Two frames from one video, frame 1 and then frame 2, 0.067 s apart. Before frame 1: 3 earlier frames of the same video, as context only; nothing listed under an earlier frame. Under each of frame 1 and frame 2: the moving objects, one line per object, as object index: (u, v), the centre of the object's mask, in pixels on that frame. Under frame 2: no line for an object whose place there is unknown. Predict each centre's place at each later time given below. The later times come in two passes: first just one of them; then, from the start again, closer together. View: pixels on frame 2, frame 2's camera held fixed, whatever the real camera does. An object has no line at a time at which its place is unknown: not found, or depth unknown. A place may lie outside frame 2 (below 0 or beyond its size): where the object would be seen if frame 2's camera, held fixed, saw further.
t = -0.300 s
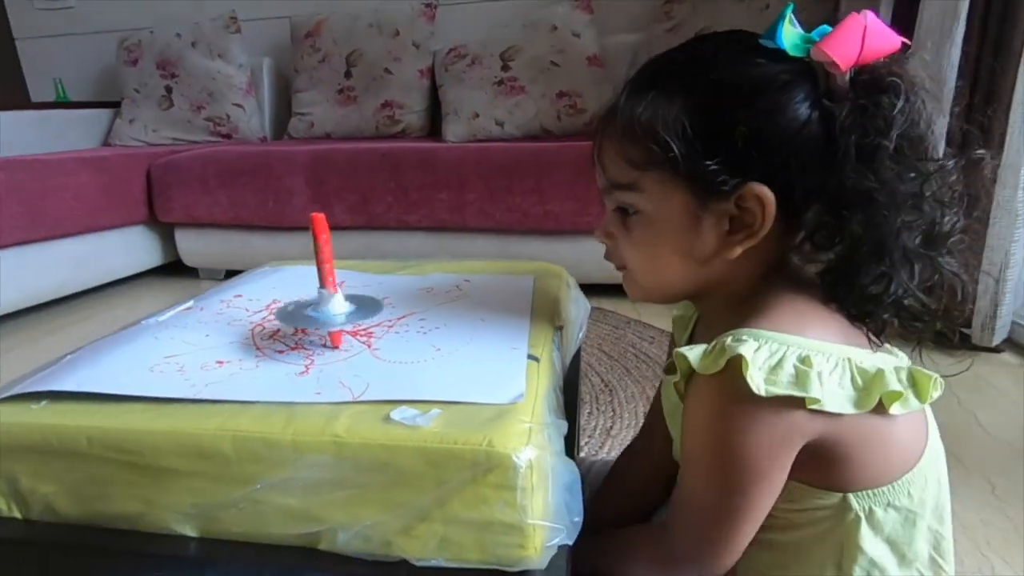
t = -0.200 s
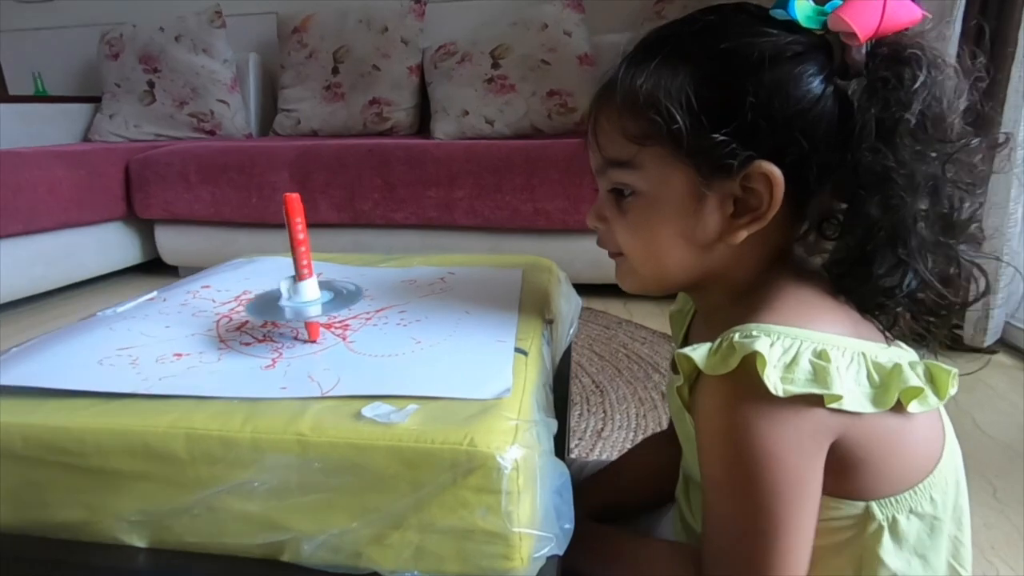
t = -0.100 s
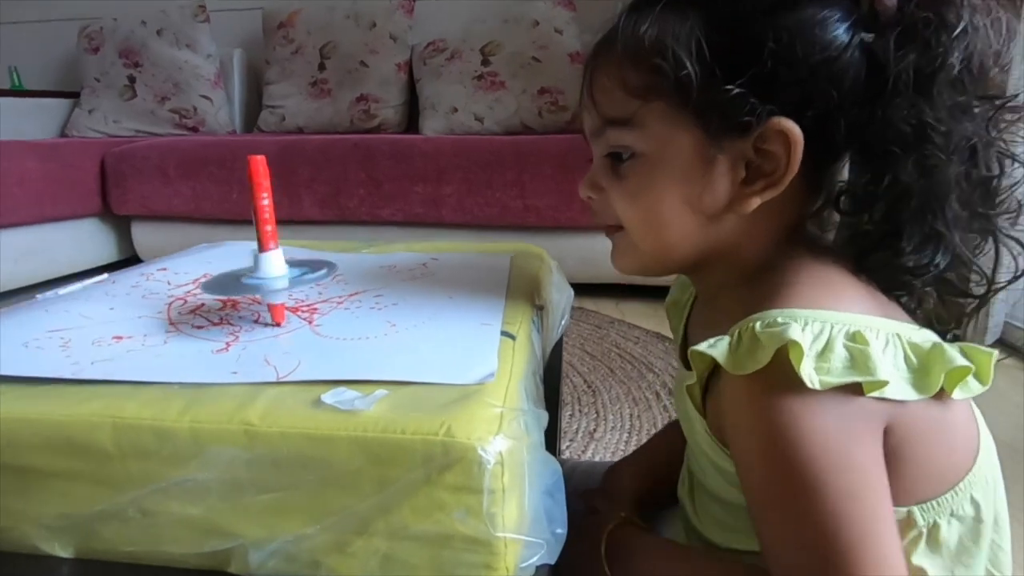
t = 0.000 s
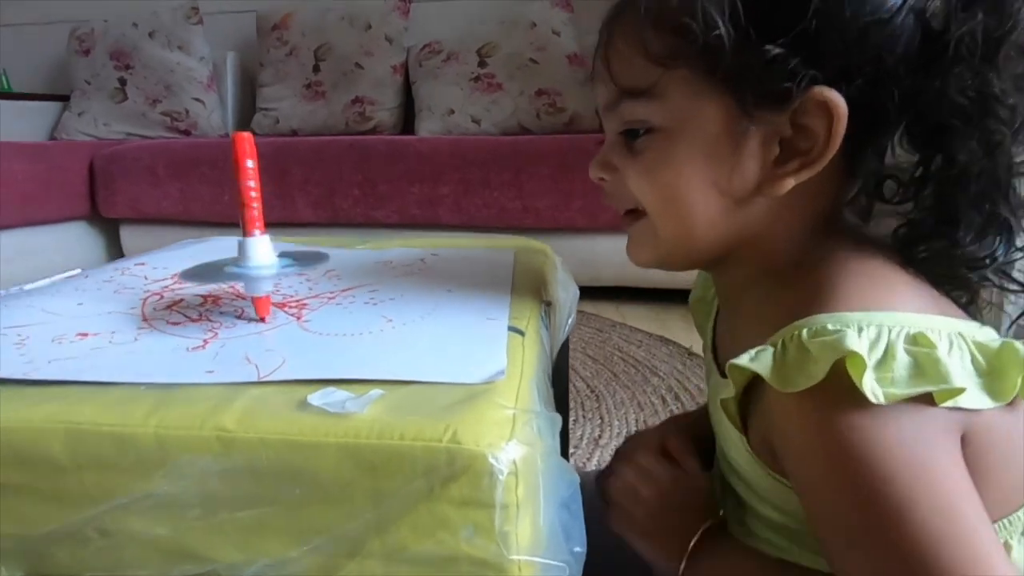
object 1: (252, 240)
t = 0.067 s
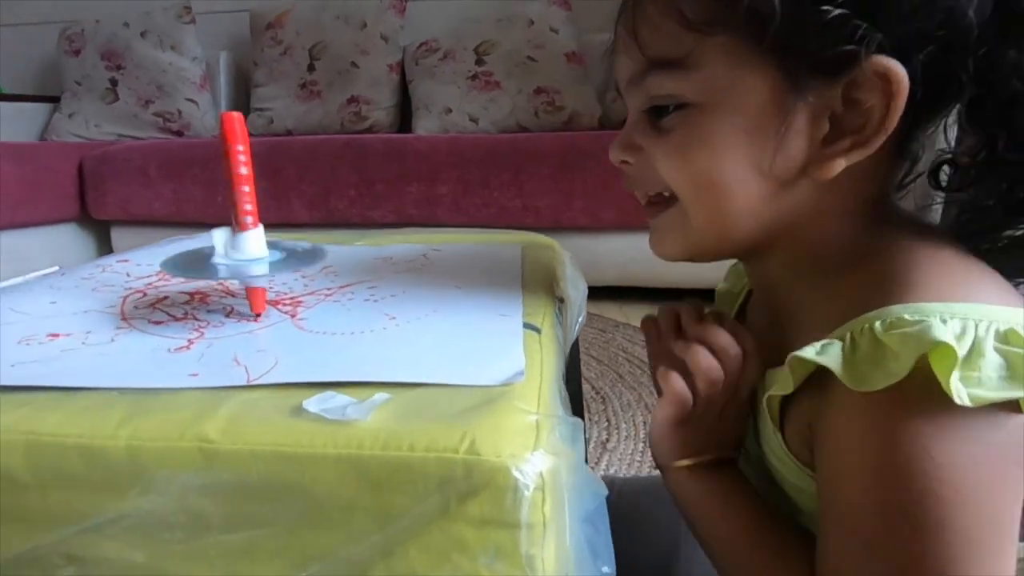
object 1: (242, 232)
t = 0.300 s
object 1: (259, 230)
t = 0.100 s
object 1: (245, 228)
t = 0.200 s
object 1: (252, 228)
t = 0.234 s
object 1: (257, 227)
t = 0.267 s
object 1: (257, 232)
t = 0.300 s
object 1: (259, 230)
